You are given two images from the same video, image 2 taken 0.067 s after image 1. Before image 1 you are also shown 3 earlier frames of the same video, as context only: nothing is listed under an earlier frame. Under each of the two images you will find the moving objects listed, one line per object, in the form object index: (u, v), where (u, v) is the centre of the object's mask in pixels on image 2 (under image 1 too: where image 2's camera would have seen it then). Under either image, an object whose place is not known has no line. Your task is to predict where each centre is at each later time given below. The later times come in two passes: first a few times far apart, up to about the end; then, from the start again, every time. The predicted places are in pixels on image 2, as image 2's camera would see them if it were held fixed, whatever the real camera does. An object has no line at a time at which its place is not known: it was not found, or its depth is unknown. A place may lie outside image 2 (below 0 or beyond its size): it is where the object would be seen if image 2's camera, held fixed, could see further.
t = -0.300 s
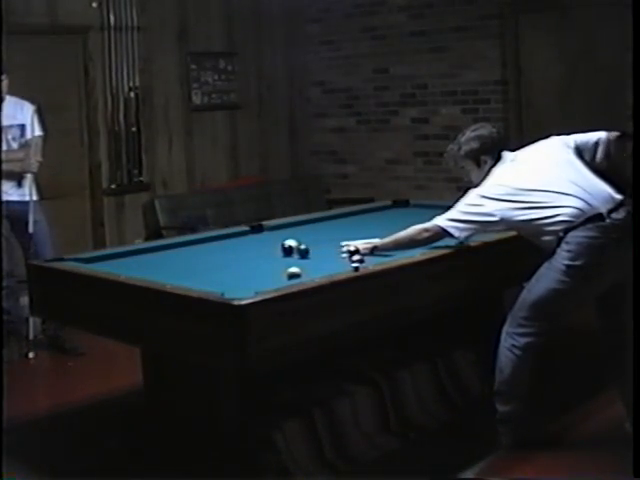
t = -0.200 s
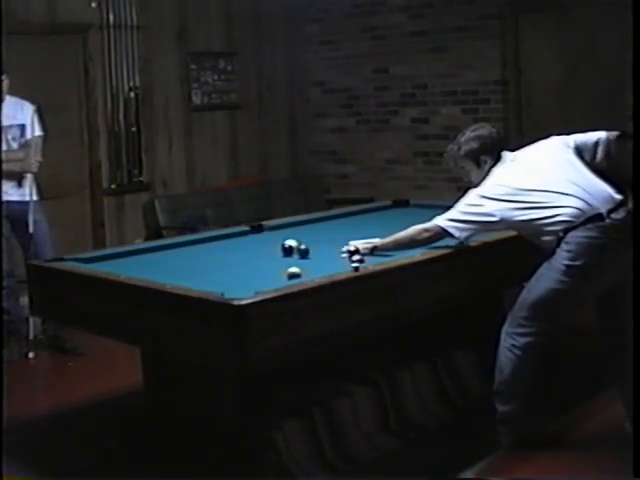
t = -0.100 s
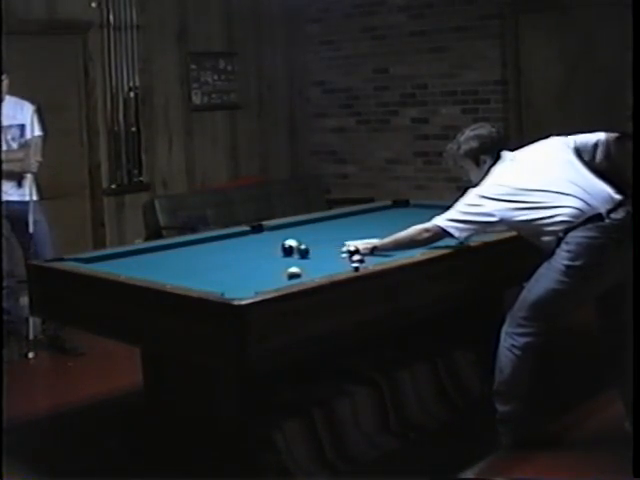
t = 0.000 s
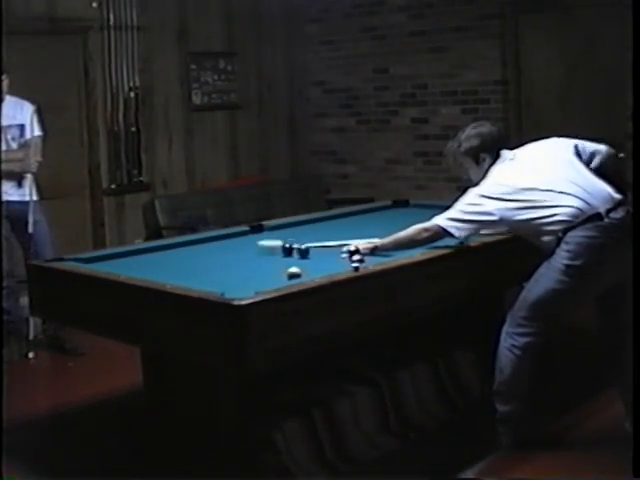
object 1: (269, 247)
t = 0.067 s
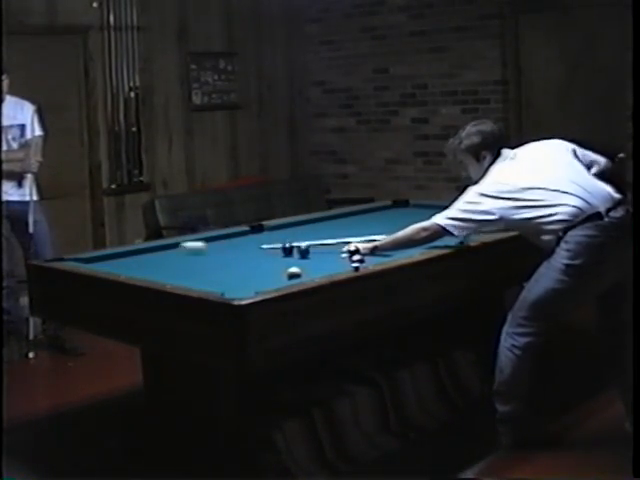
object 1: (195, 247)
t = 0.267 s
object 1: (154, 266)
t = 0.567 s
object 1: (292, 274)
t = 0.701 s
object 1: (287, 274)
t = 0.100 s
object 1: (159, 247)
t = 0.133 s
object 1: (146, 249)
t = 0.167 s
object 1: (148, 252)
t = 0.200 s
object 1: (149, 258)
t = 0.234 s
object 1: (153, 263)
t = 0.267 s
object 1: (154, 266)
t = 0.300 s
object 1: (155, 270)
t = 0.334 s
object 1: (162, 273)
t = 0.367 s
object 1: (185, 275)
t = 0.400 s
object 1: (210, 277)
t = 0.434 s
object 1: (232, 278)
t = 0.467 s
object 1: (255, 279)
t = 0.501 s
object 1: (279, 276)
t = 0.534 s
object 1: (294, 273)
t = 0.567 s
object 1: (292, 274)
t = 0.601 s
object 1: (289, 274)
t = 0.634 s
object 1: (287, 274)
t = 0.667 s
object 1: (287, 274)
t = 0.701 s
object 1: (287, 274)
